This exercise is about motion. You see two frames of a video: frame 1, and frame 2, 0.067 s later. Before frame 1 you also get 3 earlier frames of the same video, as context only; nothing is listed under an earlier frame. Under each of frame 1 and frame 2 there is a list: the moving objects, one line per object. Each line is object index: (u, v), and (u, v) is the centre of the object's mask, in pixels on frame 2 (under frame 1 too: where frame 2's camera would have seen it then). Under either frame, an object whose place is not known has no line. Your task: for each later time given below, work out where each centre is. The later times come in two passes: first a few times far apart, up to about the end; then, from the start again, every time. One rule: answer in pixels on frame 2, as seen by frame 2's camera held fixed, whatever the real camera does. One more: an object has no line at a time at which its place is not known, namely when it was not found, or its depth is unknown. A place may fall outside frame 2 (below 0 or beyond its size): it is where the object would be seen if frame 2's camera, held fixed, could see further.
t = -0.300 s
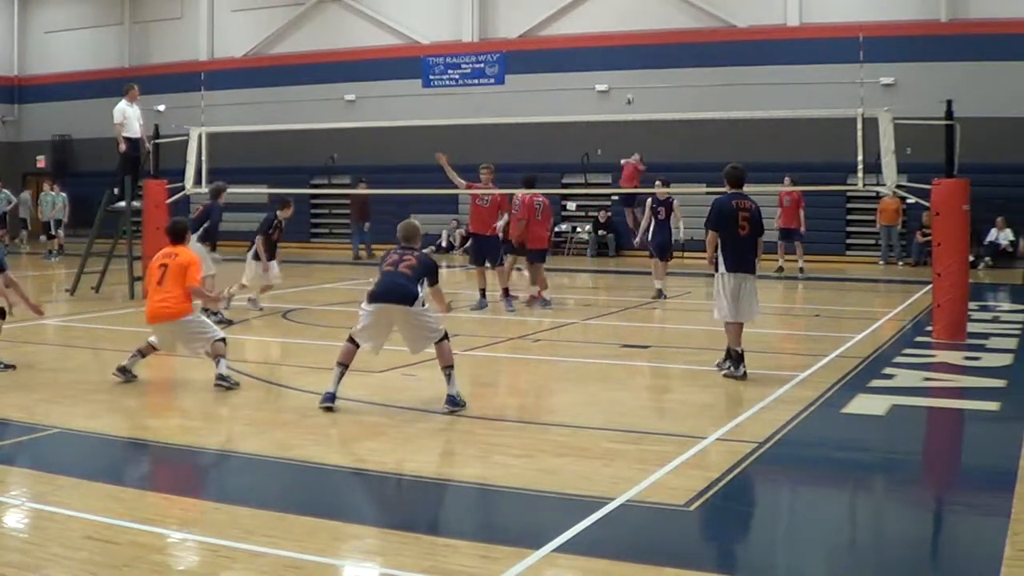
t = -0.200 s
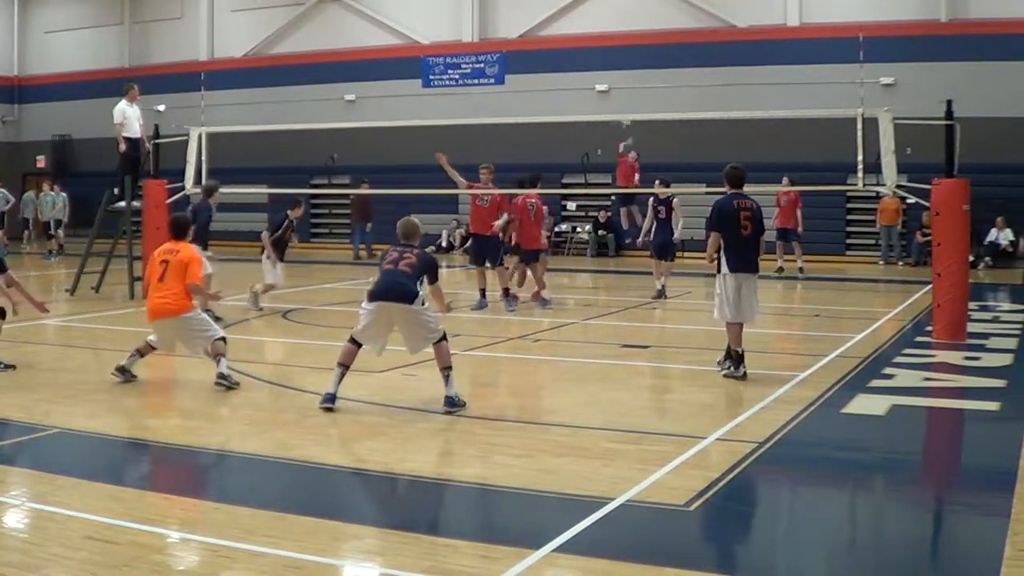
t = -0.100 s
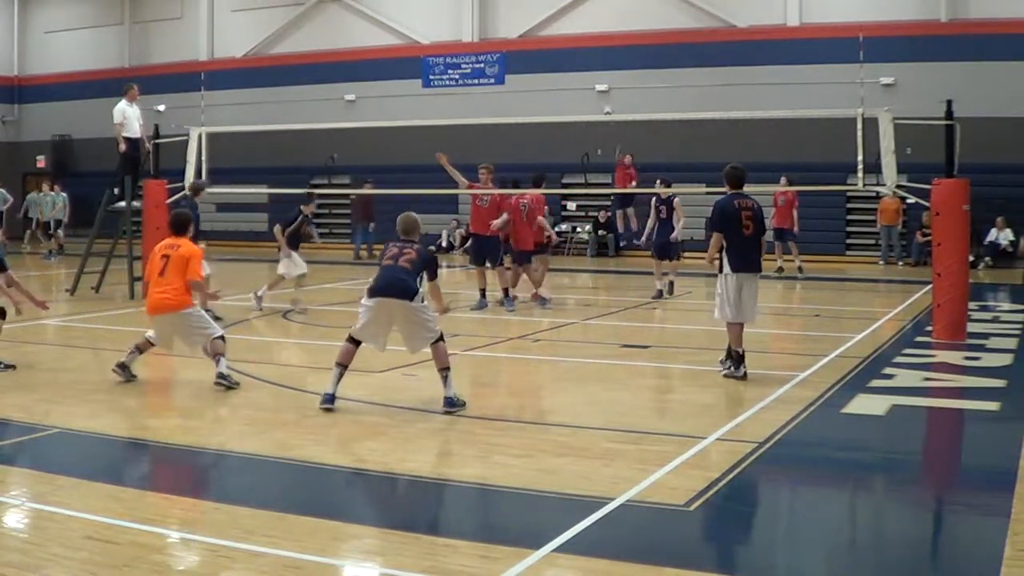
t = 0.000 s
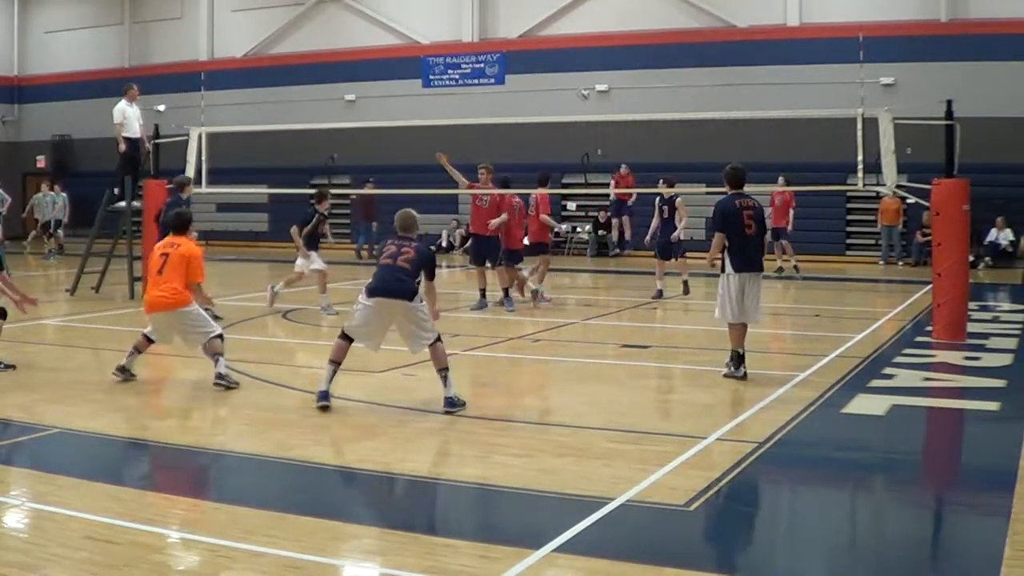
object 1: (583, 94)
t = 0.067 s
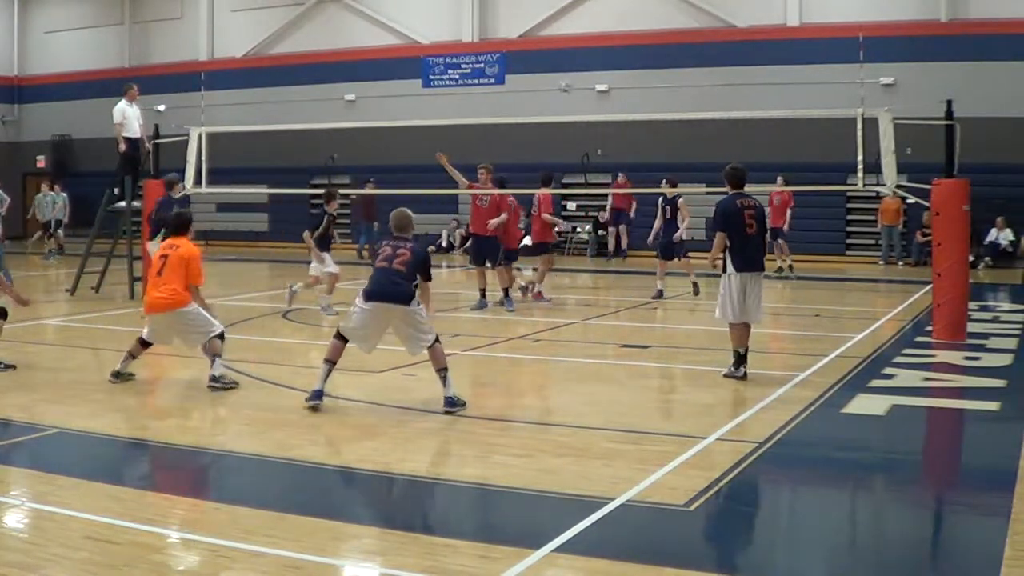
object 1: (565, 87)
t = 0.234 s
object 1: (510, 84)
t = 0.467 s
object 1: (406, 153)
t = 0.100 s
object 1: (555, 83)
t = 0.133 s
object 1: (545, 82)
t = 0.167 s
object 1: (533, 82)
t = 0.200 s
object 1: (522, 83)
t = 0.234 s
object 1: (510, 84)
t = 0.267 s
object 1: (498, 88)
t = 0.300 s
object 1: (483, 94)
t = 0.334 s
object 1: (469, 102)
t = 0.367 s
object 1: (456, 110)
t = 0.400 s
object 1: (440, 122)
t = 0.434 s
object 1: (422, 136)
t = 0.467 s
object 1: (406, 153)
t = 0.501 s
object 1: (387, 173)
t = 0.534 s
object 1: (368, 194)
